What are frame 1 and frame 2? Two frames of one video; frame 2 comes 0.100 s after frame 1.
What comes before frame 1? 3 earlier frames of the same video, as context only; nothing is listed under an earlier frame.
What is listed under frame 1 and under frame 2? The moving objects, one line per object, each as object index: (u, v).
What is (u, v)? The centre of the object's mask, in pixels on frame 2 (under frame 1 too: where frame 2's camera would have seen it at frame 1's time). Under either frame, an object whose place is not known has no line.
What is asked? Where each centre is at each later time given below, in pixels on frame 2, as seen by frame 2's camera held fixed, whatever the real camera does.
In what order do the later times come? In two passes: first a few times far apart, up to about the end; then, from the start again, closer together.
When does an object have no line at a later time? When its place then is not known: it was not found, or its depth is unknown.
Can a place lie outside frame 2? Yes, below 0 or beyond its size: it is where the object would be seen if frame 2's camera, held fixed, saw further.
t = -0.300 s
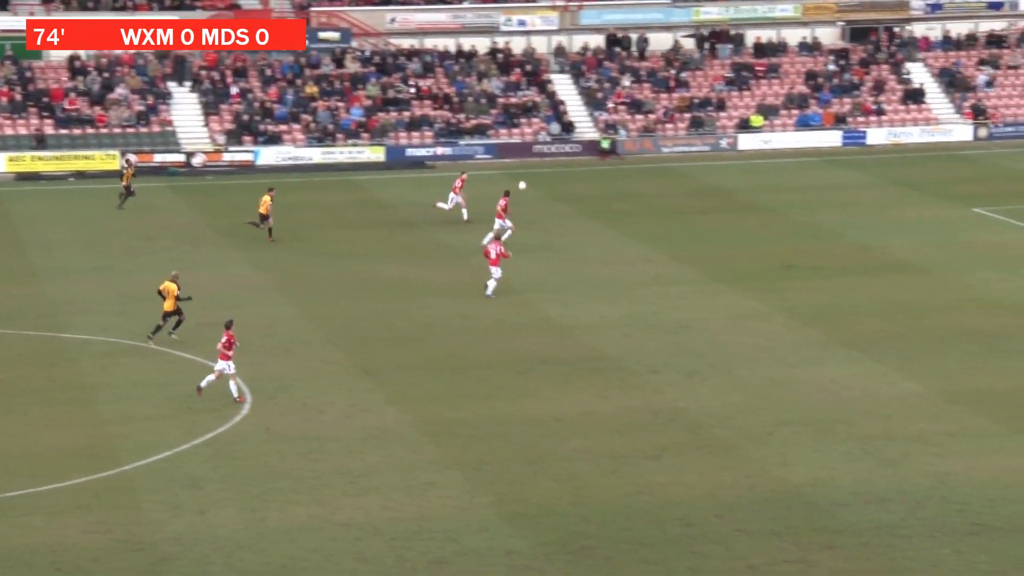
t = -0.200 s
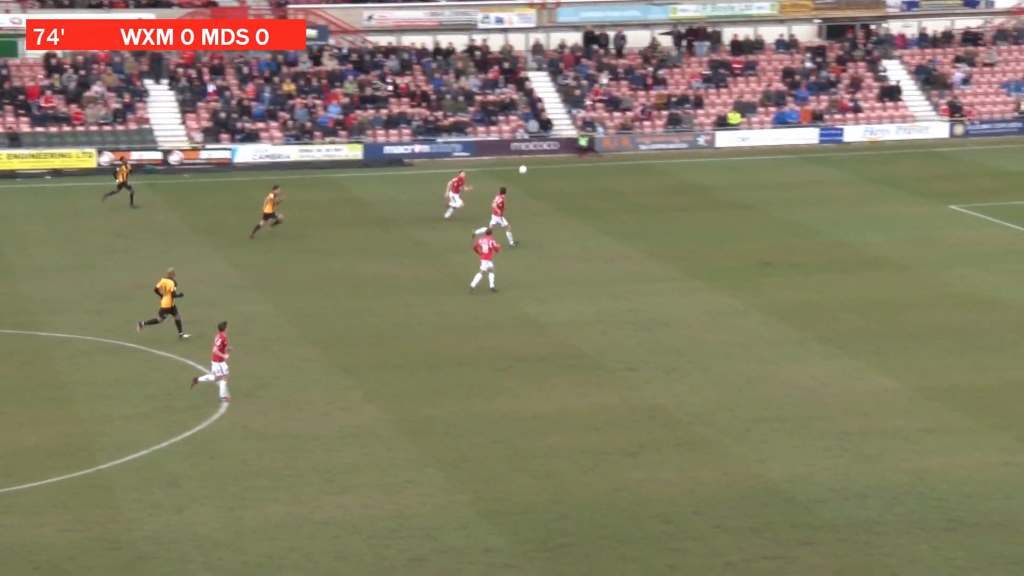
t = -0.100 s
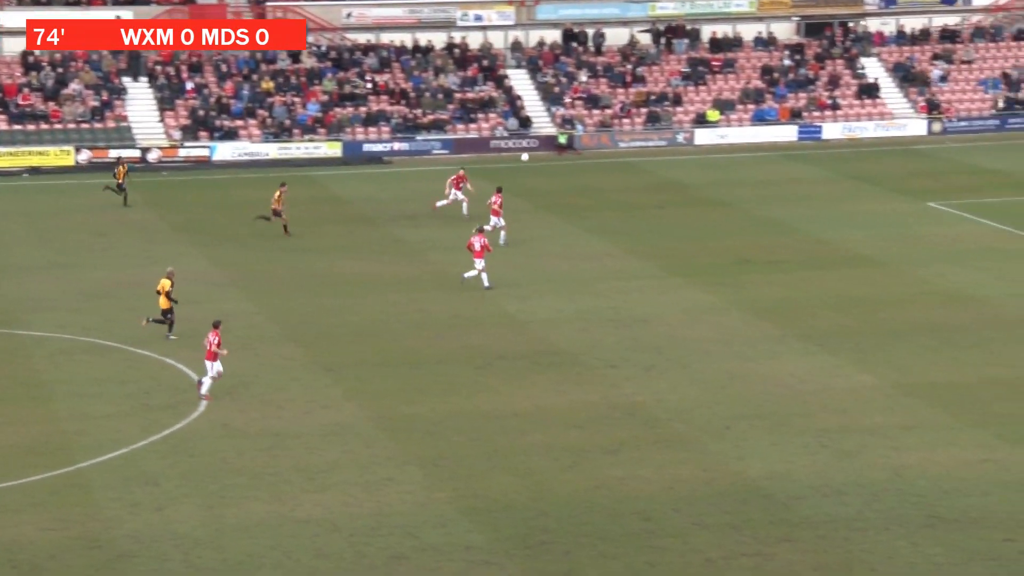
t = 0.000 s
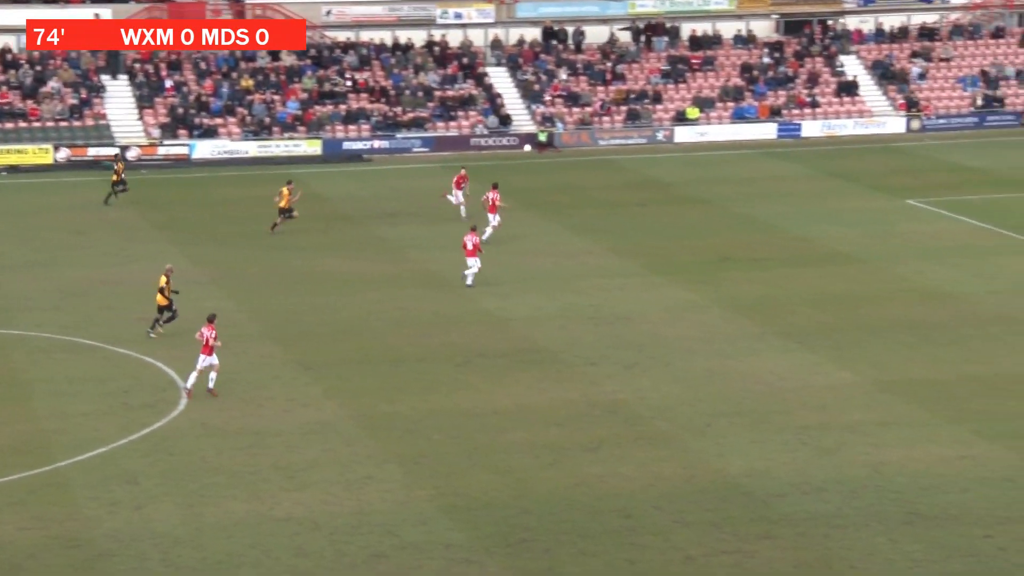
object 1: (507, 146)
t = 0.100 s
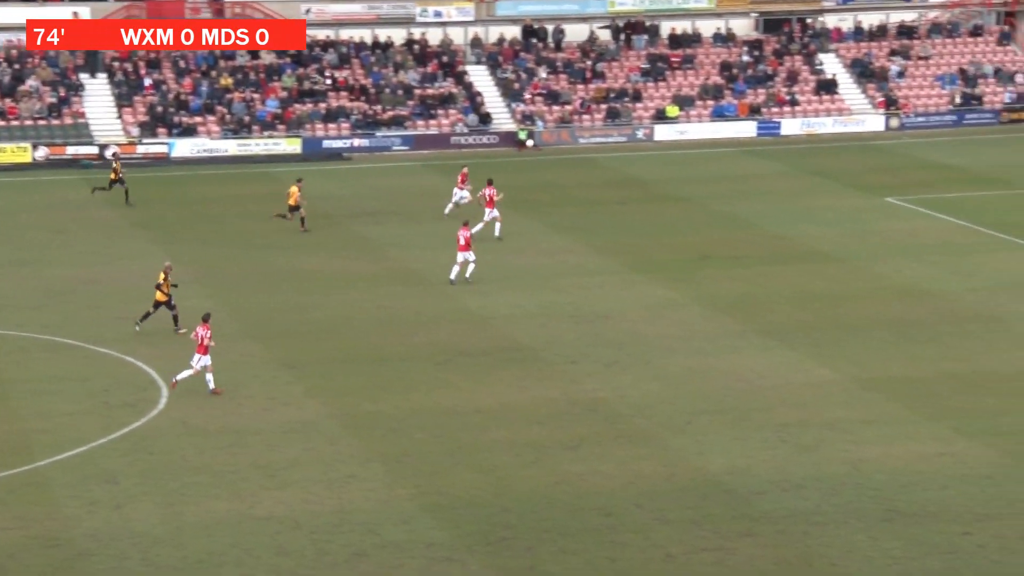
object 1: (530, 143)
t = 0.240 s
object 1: (560, 144)
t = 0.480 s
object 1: (612, 160)
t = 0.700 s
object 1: (657, 191)
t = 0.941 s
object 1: (702, 227)
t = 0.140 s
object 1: (538, 142)
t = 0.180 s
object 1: (547, 142)
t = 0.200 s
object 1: (552, 143)
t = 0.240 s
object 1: (560, 144)
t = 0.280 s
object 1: (569, 145)
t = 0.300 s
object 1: (573, 146)
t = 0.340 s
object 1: (582, 148)
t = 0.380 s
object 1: (591, 151)
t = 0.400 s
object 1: (595, 152)
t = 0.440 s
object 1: (604, 156)
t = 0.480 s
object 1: (612, 160)
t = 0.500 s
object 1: (616, 162)
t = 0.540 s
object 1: (624, 167)
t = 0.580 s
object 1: (633, 172)
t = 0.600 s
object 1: (637, 175)
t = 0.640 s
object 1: (645, 181)
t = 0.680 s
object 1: (653, 188)
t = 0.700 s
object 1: (657, 191)
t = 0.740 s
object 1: (665, 198)
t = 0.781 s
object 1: (673, 206)
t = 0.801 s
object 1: (677, 210)
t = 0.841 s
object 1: (685, 219)
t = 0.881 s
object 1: (692, 228)
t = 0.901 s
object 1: (696, 231)
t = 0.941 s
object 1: (702, 227)
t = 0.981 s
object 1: (708, 222)
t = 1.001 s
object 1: (711, 219)
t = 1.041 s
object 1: (716, 214)
